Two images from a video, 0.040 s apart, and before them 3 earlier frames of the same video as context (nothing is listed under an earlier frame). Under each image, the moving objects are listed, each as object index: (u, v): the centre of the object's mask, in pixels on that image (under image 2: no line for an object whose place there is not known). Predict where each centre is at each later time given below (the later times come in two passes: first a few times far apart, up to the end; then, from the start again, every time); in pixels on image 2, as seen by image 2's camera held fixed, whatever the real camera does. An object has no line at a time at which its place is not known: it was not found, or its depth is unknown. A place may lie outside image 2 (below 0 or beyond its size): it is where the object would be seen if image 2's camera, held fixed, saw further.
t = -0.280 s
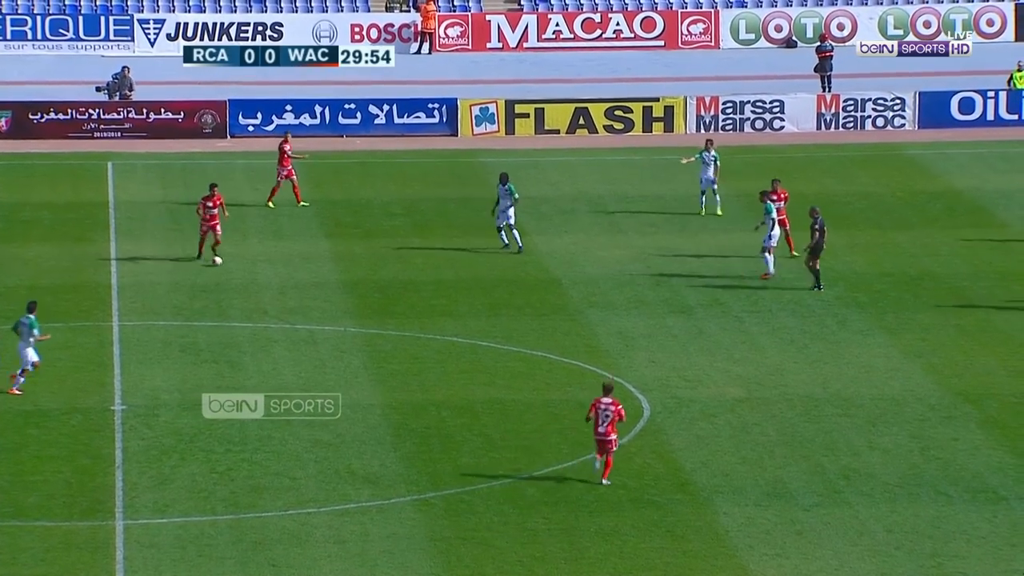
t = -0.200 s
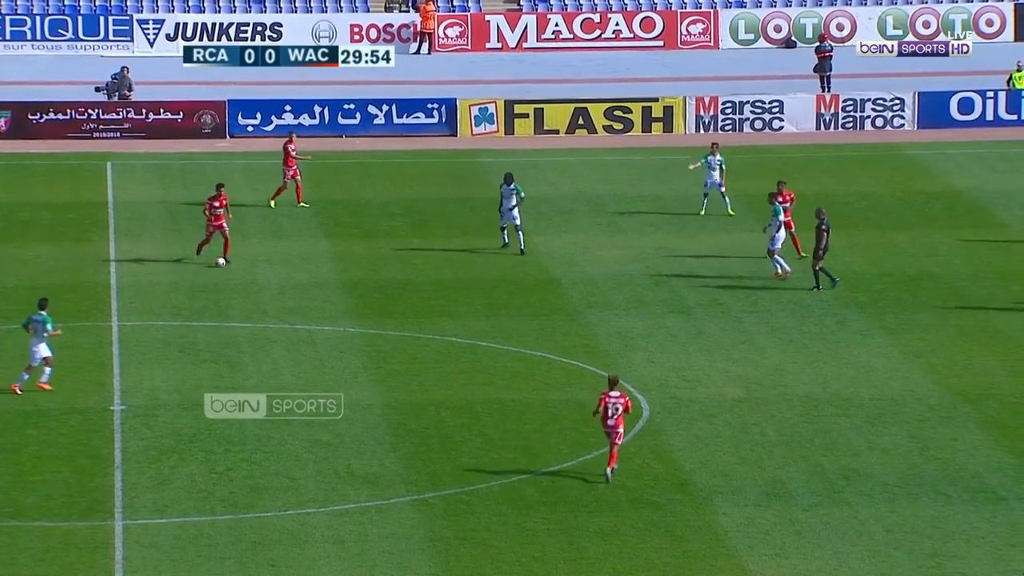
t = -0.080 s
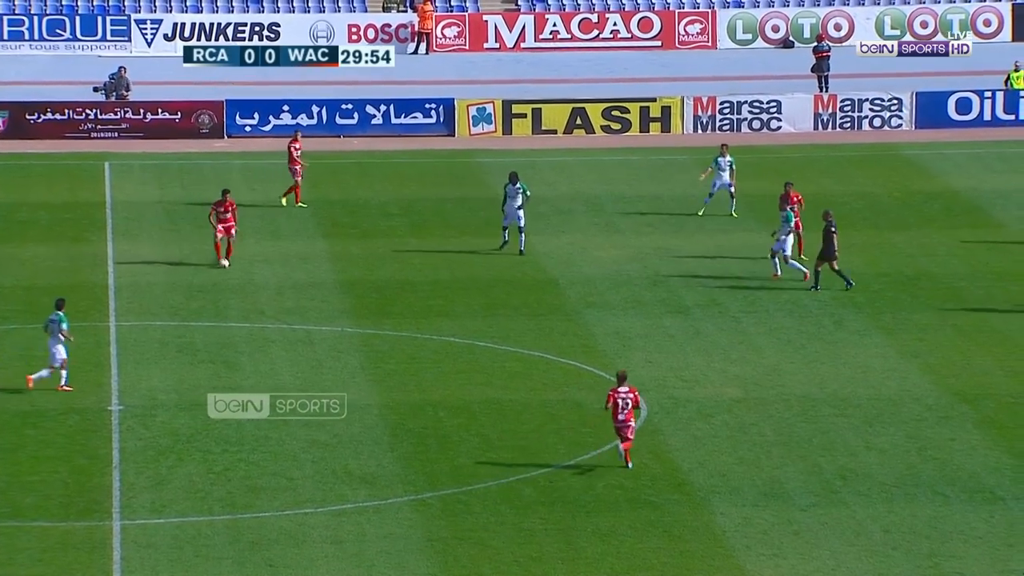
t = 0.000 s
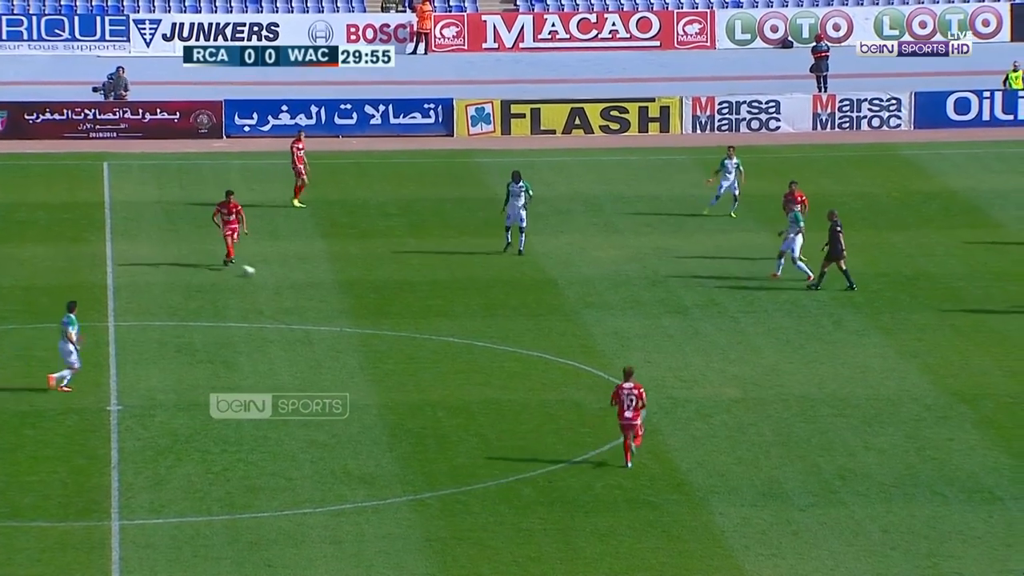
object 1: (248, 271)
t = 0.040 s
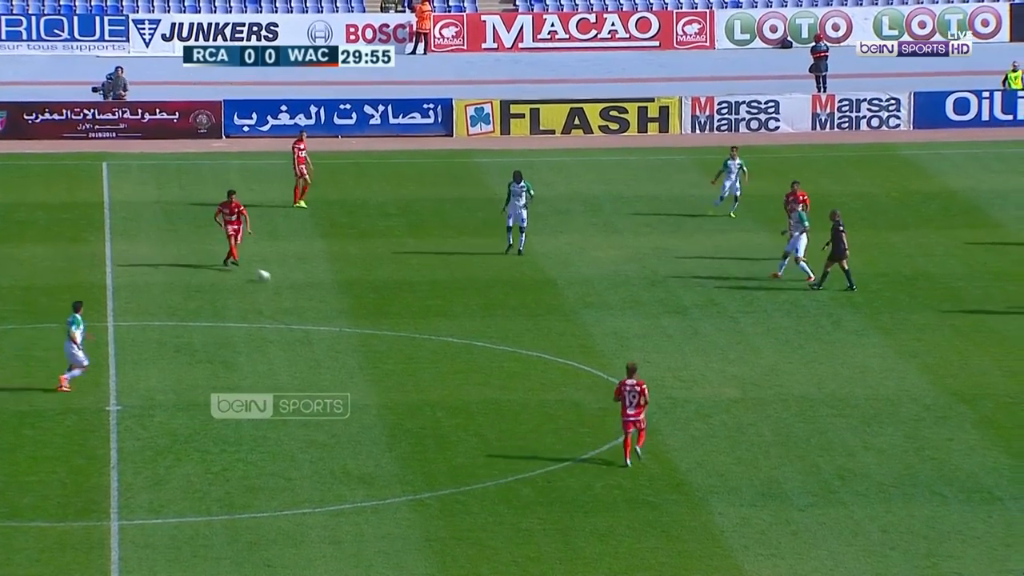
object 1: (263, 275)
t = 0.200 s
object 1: (327, 296)
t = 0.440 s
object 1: (420, 325)
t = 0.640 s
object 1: (491, 345)
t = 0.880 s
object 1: (564, 365)
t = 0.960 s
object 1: (587, 373)
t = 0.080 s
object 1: (279, 281)
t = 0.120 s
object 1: (296, 287)
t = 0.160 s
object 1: (312, 291)
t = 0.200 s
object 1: (327, 296)
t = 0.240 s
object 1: (344, 301)
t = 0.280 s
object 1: (360, 307)
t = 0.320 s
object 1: (375, 311)
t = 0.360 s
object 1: (390, 315)
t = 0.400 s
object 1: (405, 320)
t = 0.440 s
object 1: (420, 325)
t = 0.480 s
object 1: (435, 328)
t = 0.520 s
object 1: (449, 332)
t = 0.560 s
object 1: (464, 336)
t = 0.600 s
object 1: (477, 341)
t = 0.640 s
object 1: (491, 345)
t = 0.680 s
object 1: (503, 348)
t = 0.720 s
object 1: (517, 352)
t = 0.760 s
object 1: (529, 356)
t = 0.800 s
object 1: (541, 359)
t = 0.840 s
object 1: (552, 362)
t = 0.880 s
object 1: (564, 365)
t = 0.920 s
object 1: (576, 370)
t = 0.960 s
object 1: (587, 373)
